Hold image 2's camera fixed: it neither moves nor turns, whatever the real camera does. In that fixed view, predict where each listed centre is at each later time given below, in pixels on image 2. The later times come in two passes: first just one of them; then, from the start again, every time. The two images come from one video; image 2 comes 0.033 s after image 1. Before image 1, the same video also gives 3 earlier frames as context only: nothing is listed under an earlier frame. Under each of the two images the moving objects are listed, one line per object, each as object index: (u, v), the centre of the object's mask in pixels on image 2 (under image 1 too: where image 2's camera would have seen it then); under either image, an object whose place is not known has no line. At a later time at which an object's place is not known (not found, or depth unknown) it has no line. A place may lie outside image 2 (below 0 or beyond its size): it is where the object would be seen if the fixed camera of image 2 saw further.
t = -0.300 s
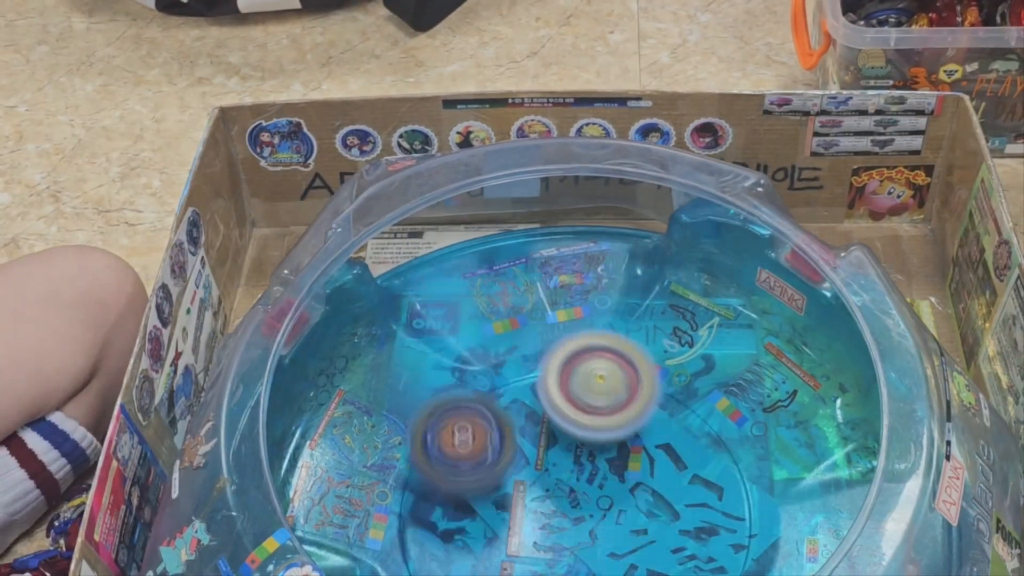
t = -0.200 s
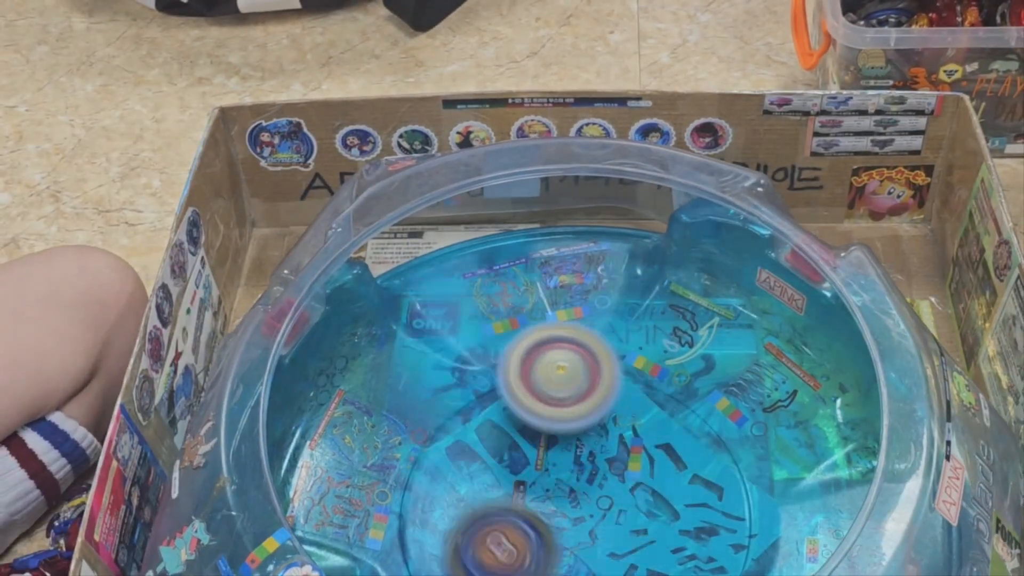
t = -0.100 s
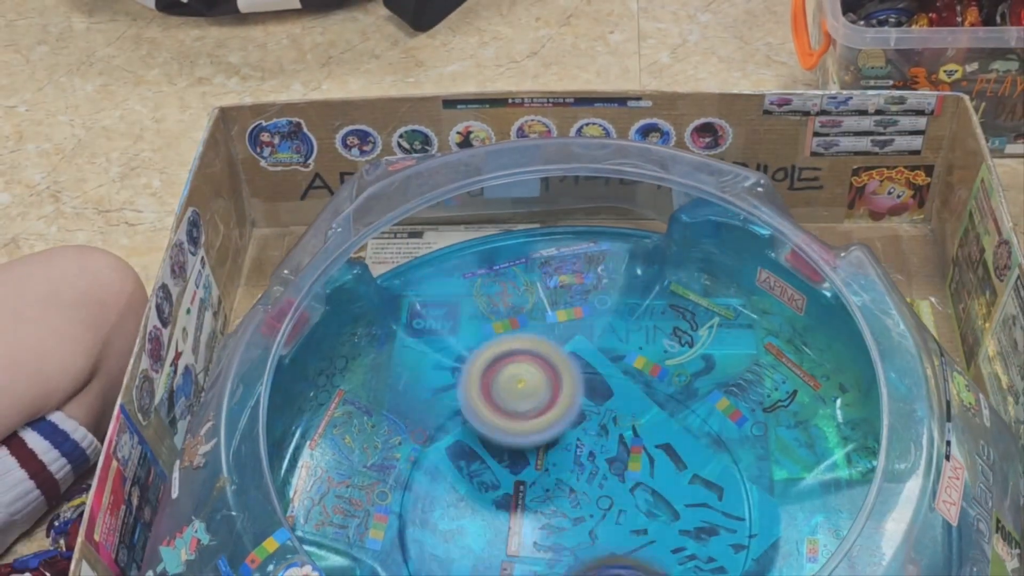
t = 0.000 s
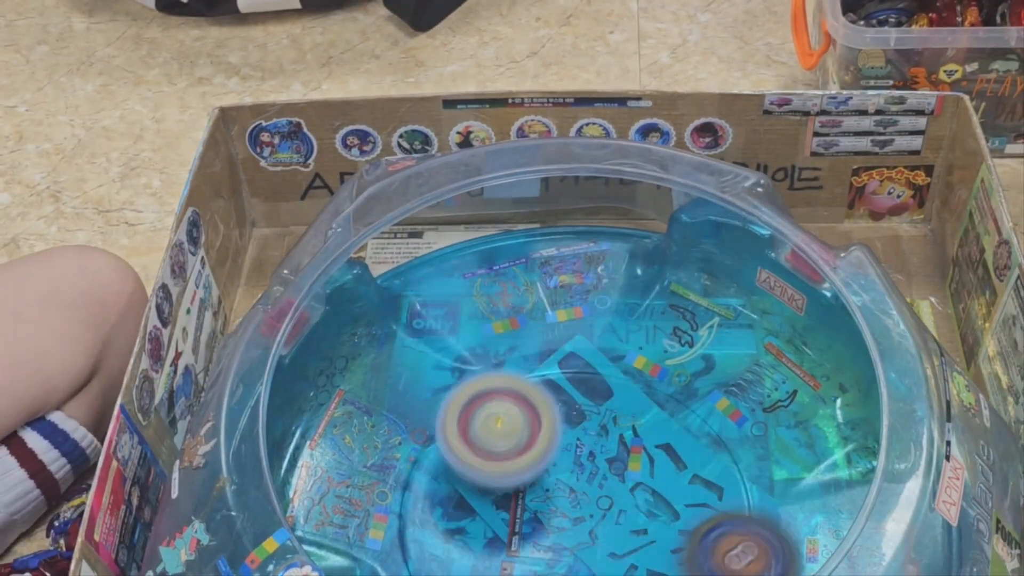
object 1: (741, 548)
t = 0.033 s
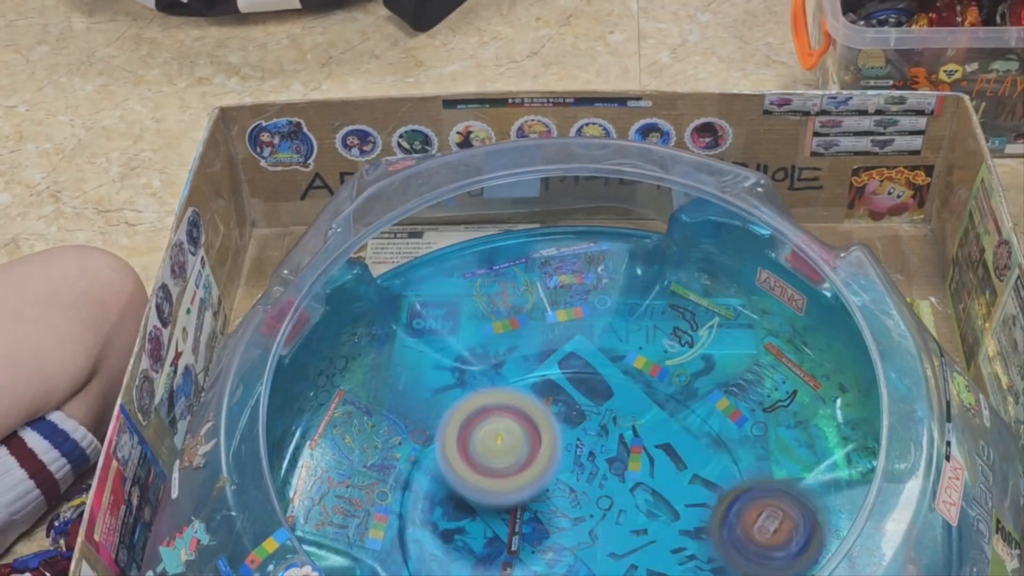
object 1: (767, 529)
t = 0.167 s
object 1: (821, 431)
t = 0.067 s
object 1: (789, 498)
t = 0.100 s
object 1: (806, 471)
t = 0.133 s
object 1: (818, 447)
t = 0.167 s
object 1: (821, 431)
